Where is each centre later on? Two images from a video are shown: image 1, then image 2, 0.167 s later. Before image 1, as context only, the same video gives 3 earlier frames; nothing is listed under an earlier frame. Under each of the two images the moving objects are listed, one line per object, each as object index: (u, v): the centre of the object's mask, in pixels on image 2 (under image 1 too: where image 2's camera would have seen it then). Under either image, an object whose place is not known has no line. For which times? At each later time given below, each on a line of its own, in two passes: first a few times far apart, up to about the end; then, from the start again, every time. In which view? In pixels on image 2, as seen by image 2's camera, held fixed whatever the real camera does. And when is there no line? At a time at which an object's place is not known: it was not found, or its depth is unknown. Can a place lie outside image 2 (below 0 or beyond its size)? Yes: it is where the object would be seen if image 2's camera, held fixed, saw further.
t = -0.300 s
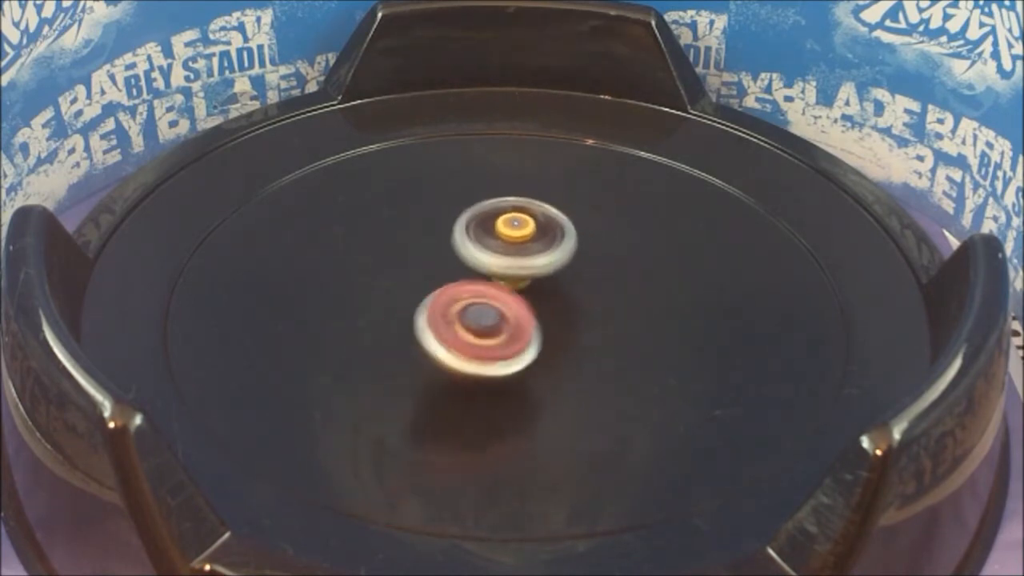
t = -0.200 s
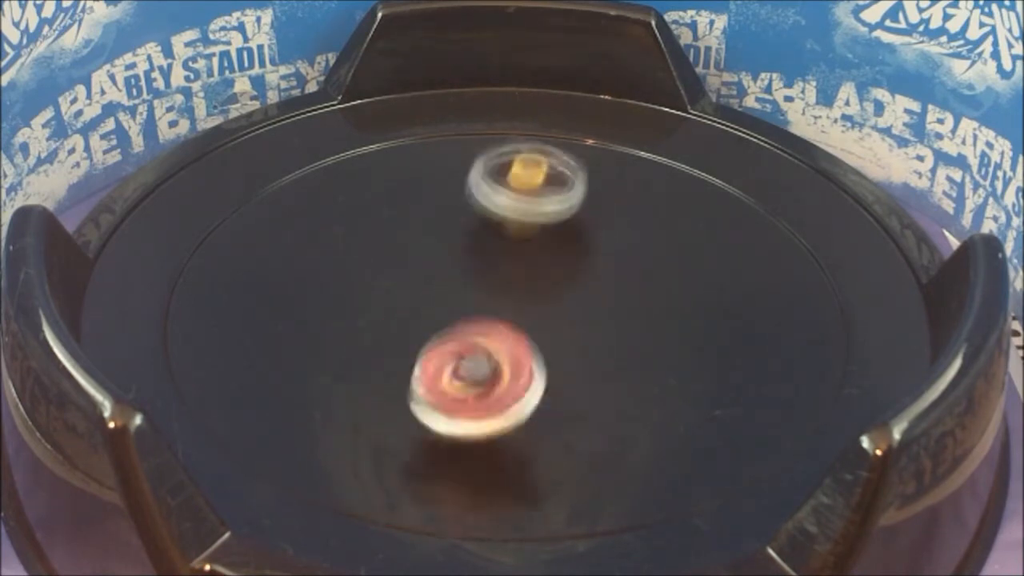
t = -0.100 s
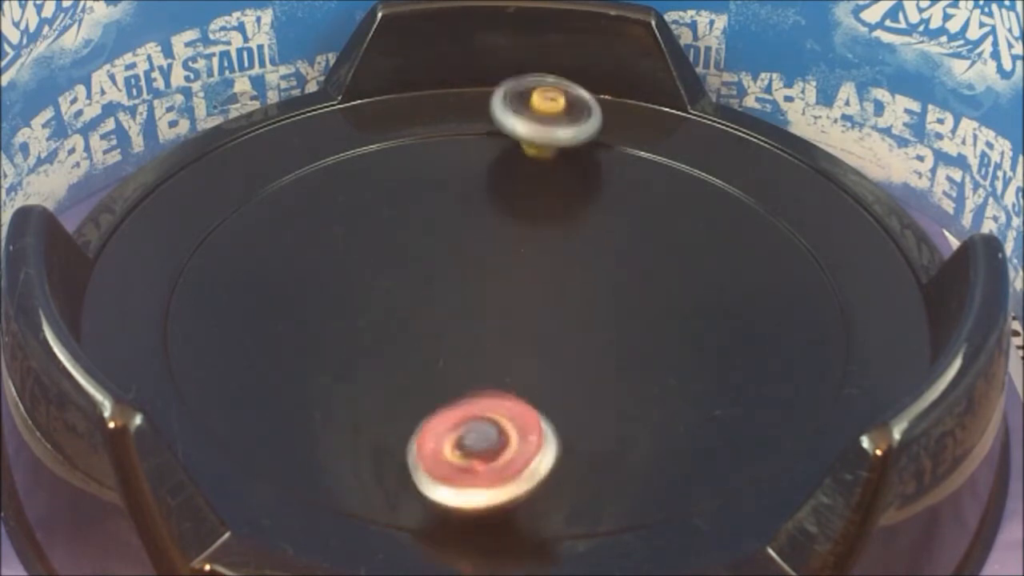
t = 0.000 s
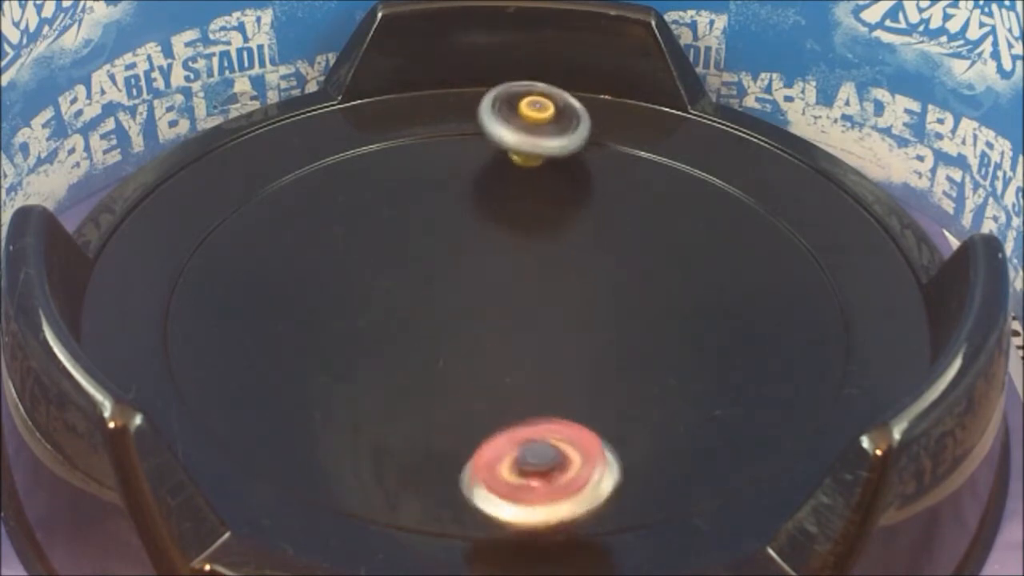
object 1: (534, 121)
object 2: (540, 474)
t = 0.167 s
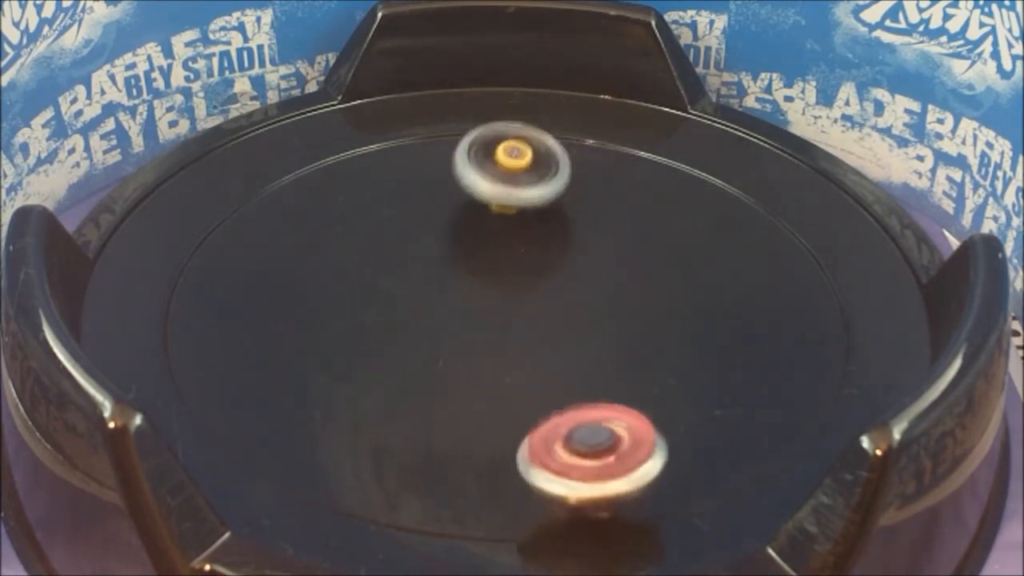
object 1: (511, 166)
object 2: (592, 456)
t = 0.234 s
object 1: (502, 193)
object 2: (595, 440)
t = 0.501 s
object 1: (503, 266)
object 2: (582, 355)
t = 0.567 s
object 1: (498, 244)
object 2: (603, 356)
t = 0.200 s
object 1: (507, 180)
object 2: (594, 446)
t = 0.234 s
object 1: (502, 193)
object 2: (595, 440)
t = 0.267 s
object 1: (498, 207)
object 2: (594, 431)
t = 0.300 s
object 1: (496, 219)
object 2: (594, 421)
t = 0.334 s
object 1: (495, 232)
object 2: (591, 412)
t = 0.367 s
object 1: (494, 243)
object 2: (589, 399)
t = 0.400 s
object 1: (495, 251)
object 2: (585, 391)
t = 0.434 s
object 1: (496, 258)
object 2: (584, 380)
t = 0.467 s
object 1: (499, 263)
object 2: (582, 367)
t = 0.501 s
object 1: (503, 266)
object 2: (582, 355)
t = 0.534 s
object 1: (506, 267)
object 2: (582, 340)
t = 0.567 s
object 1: (498, 244)
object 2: (603, 356)
